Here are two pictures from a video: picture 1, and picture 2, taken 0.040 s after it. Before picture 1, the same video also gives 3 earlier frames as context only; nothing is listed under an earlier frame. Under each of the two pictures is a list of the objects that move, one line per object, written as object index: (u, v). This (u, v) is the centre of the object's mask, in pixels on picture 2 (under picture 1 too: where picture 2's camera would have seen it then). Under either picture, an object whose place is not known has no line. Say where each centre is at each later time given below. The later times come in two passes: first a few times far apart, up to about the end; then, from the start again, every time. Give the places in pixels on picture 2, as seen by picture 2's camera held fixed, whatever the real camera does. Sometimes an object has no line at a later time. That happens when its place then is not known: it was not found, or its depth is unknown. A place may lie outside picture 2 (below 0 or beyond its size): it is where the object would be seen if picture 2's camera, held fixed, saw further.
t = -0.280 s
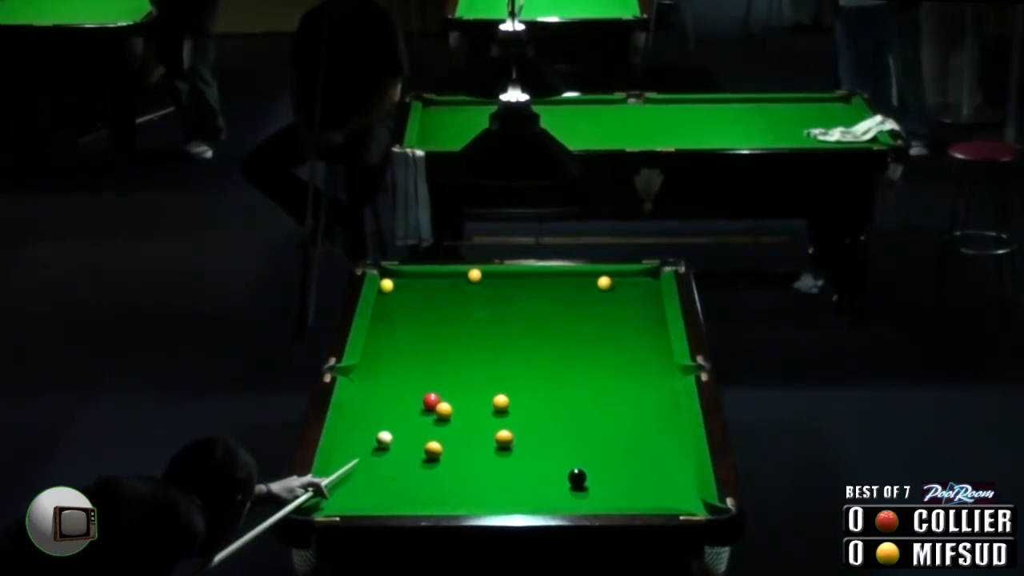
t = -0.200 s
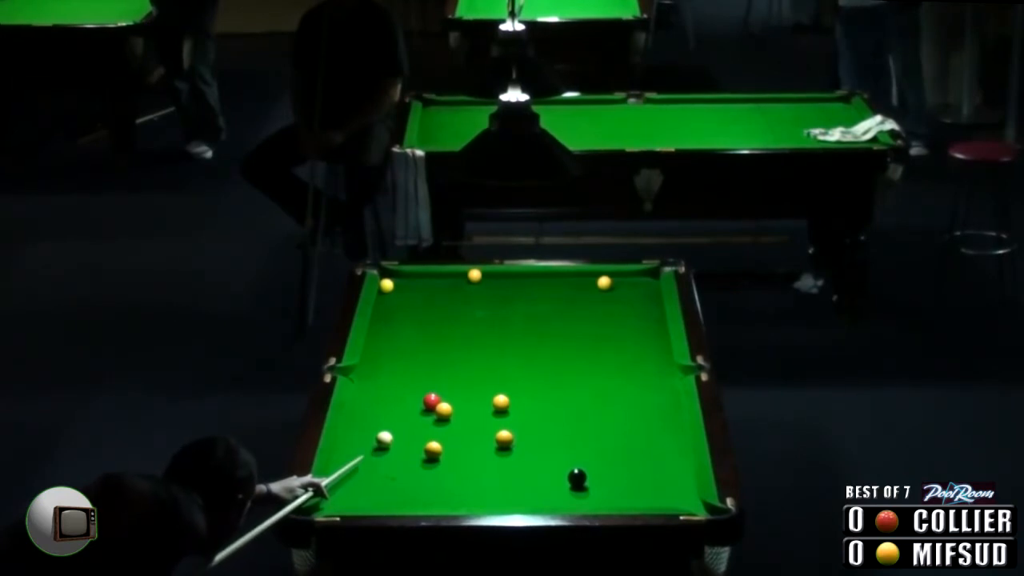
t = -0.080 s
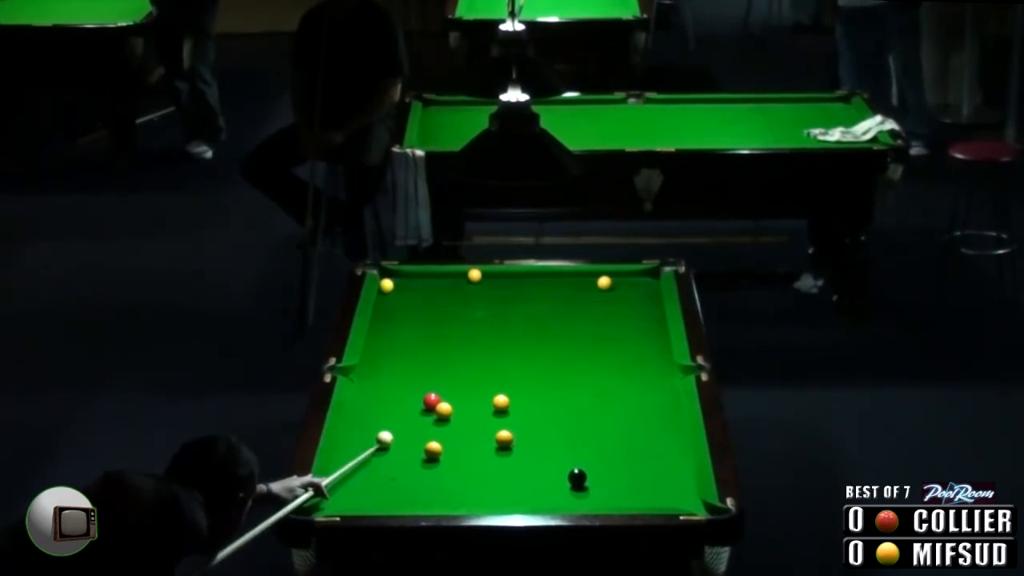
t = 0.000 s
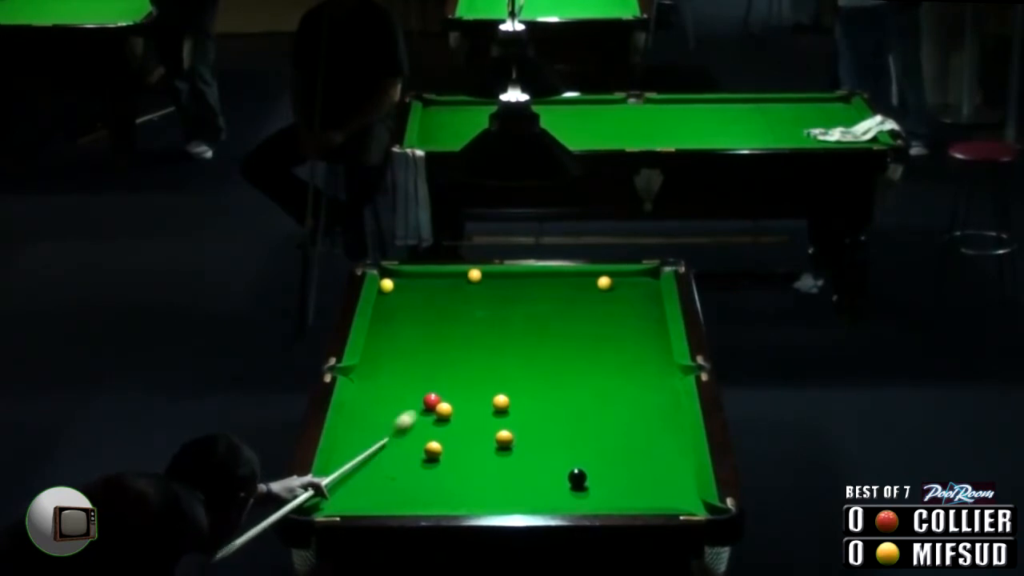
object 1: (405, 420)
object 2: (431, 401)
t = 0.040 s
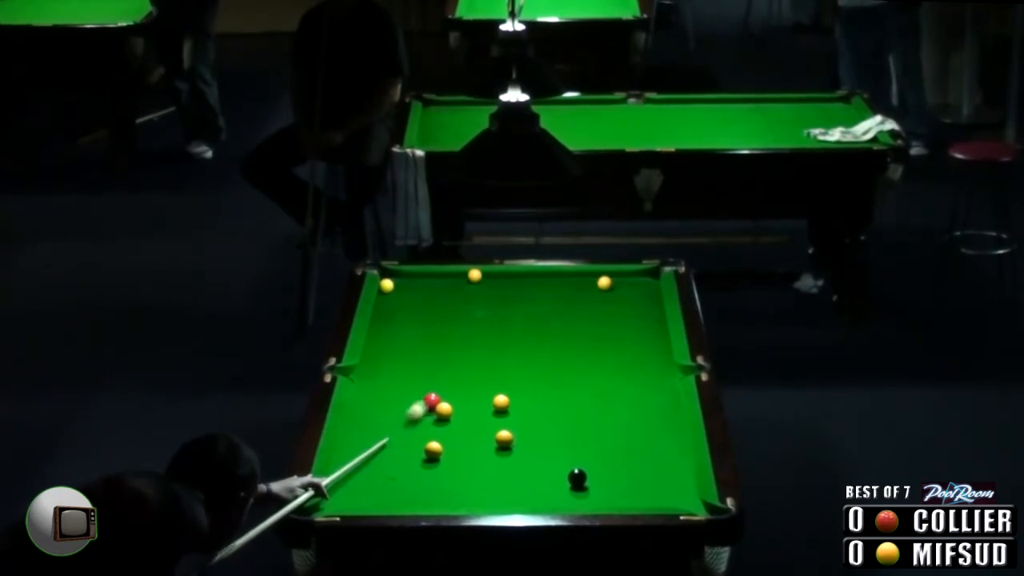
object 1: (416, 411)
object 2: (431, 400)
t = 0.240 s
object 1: (407, 406)
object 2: (477, 375)
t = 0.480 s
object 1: (390, 406)
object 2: (524, 348)
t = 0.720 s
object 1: (375, 405)
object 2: (568, 323)
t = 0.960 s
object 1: (361, 405)
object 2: (608, 301)
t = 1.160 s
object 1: (359, 404)
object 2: (638, 283)
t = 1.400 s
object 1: (364, 404)
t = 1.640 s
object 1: (368, 404)
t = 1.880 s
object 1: (370, 404)
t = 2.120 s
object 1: (371, 404)
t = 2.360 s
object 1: (371, 404)
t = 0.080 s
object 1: (420, 407)
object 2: (437, 396)
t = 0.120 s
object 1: (417, 407)
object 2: (449, 391)
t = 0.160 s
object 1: (414, 406)
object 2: (459, 385)
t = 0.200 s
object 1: (411, 406)
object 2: (469, 380)
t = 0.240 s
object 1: (407, 406)
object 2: (477, 375)
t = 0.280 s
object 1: (404, 406)
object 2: (485, 371)
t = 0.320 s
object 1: (401, 406)
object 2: (493, 366)
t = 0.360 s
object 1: (398, 406)
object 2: (501, 361)
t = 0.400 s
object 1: (396, 406)
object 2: (509, 357)
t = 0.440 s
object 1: (393, 406)
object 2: (517, 352)
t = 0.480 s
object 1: (390, 406)
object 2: (524, 348)
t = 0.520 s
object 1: (387, 406)
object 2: (532, 344)
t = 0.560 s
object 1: (385, 405)
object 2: (540, 340)
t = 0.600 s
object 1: (382, 406)
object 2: (547, 335)
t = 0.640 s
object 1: (380, 405)
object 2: (554, 331)
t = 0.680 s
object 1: (377, 405)
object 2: (561, 328)
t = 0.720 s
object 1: (375, 405)
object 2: (568, 323)
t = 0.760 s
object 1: (373, 405)
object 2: (575, 320)
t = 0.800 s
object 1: (370, 405)
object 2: (581, 316)
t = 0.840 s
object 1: (368, 405)
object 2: (588, 312)
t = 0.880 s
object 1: (365, 405)
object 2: (595, 308)
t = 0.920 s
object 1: (363, 405)
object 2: (601, 305)
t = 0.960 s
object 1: (361, 405)
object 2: (608, 301)
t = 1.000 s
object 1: (359, 404)
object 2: (614, 297)
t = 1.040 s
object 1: (357, 404)
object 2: (620, 293)
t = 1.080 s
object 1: (357, 404)
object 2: (626, 290)
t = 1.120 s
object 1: (358, 404)
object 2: (632, 286)
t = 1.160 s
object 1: (359, 404)
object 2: (638, 283)
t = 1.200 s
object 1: (360, 404)
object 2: (644, 280)
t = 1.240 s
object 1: (361, 404)
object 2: (650, 277)
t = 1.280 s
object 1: (362, 404)
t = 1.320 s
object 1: (363, 404)
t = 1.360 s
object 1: (364, 404)
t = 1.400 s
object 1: (364, 404)
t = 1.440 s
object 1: (365, 404)
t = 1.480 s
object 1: (366, 404)
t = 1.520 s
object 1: (367, 404)
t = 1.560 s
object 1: (367, 404)
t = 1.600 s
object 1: (368, 404)
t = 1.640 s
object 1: (368, 404)
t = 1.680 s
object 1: (369, 404)
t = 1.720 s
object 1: (369, 404)
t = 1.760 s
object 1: (370, 404)
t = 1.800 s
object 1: (370, 404)
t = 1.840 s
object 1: (370, 404)
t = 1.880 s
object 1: (370, 404)
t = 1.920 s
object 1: (371, 404)
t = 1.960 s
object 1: (371, 404)
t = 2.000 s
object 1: (371, 404)
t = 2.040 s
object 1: (371, 404)
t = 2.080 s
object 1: (371, 404)
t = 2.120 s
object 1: (371, 404)
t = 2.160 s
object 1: (371, 404)
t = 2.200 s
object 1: (371, 404)
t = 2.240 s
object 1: (371, 404)
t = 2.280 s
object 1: (371, 404)
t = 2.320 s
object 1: (371, 404)
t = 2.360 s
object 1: (371, 404)
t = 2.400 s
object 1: (371, 404)
